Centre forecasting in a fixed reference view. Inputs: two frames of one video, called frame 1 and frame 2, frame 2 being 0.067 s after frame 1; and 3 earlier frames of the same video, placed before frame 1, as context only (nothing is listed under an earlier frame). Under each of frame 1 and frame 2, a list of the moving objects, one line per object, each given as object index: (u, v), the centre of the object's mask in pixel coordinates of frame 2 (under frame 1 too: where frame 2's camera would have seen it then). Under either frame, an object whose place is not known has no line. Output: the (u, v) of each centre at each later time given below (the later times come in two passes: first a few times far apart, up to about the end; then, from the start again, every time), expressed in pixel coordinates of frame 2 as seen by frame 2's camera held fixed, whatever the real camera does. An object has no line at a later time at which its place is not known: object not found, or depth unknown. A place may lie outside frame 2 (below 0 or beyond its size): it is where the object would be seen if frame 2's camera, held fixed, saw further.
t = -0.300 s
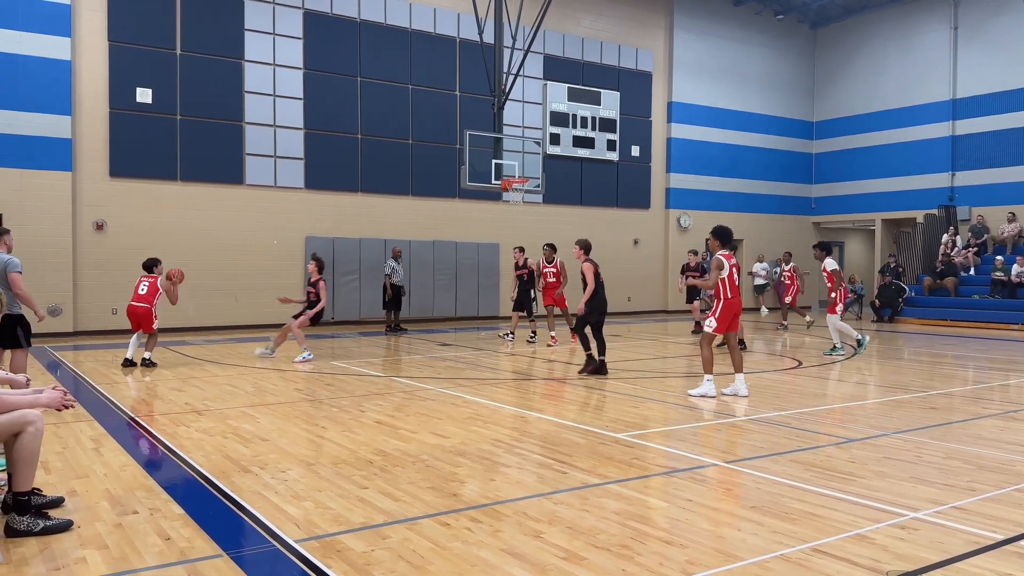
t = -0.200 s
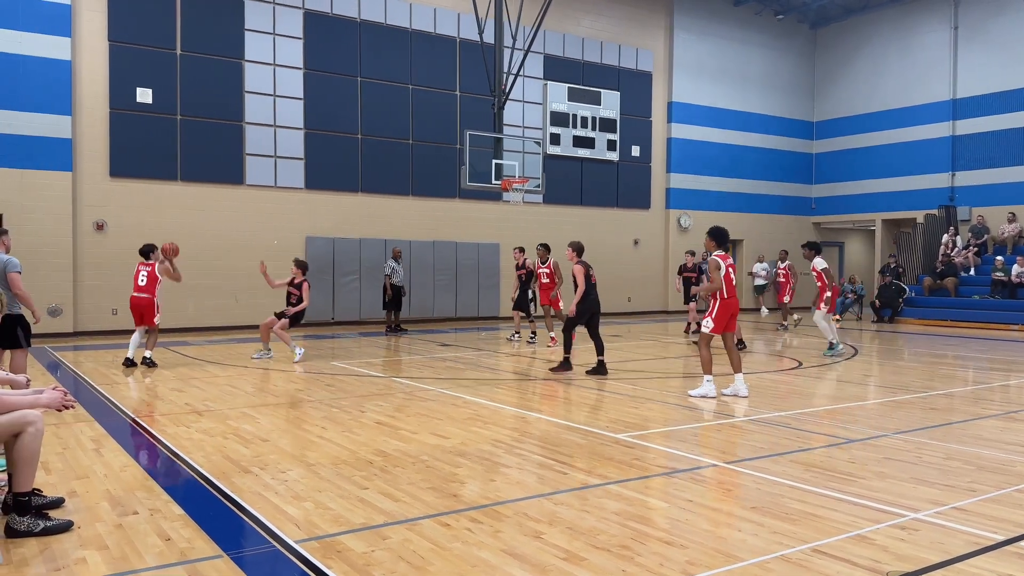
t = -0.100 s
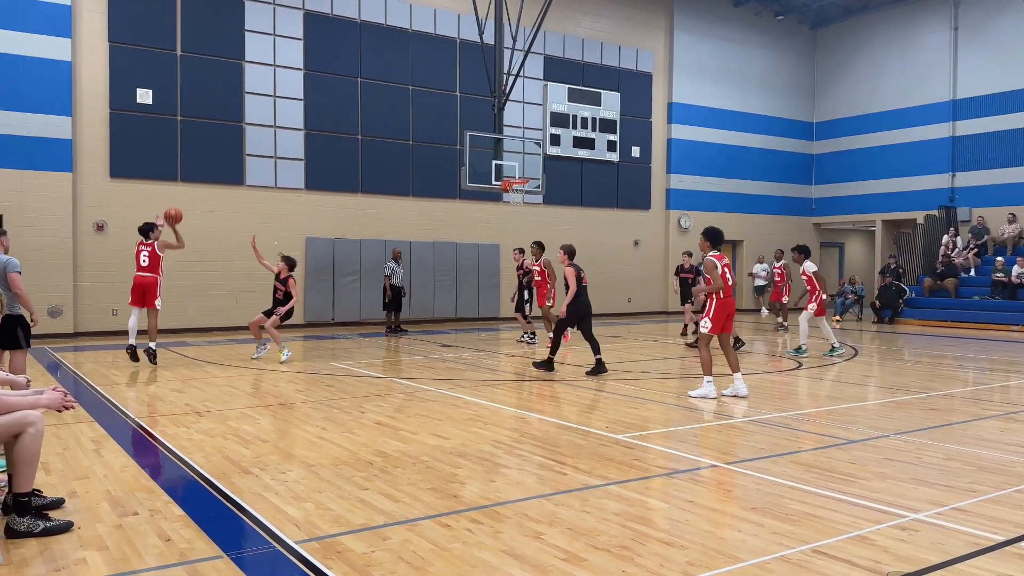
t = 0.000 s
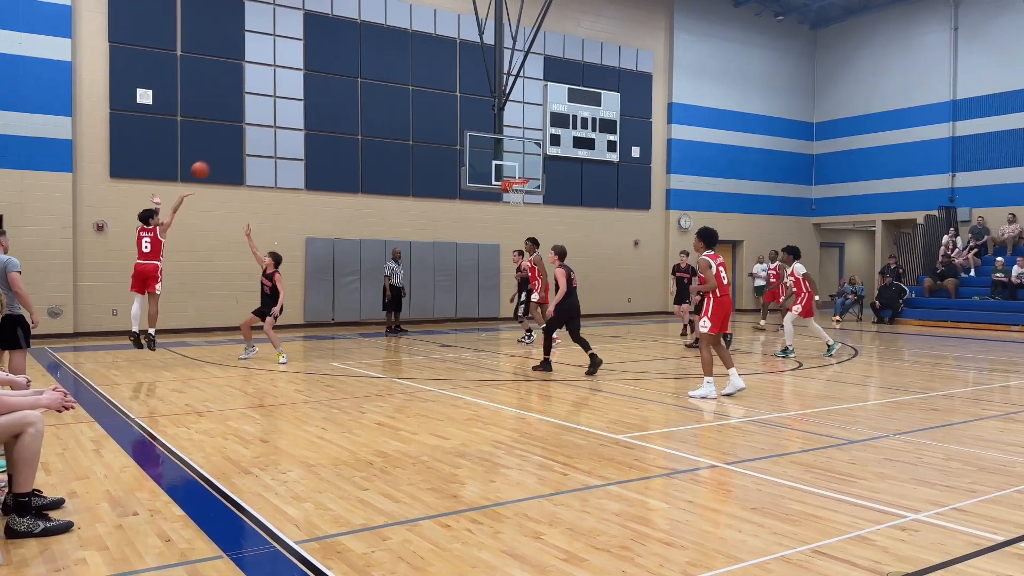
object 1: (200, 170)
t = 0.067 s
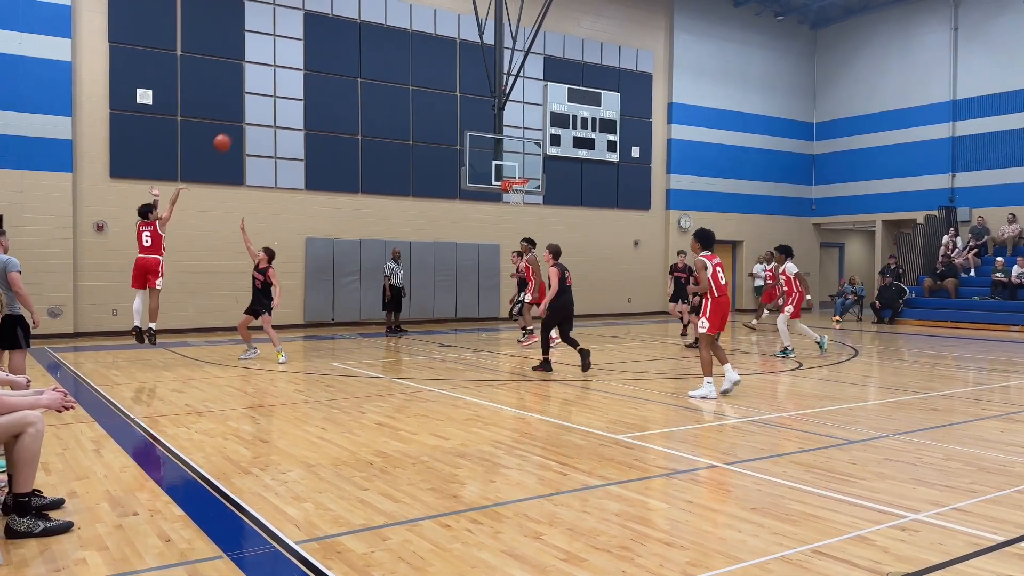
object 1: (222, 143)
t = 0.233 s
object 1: (274, 92)
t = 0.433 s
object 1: (330, 58)
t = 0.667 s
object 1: (388, 54)
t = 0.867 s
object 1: (432, 74)
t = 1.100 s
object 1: (478, 122)
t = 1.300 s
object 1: (512, 176)
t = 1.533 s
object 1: (513, 195)
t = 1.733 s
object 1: (507, 204)
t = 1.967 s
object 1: (504, 236)
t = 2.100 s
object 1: (502, 268)
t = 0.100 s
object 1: (233, 131)
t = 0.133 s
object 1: (244, 119)
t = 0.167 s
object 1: (254, 109)
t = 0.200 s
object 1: (264, 100)
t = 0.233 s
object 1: (274, 92)
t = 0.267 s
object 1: (284, 84)
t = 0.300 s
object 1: (293, 77)
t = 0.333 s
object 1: (303, 71)
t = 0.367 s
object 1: (312, 66)
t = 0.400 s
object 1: (321, 62)
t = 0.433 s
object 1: (330, 58)
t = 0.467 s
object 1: (339, 56)
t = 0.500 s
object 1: (347, 54)
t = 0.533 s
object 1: (356, 52)
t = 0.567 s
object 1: (364, 52)
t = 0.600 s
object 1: (372, 51)
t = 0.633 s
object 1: (380, 52)
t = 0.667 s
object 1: (388, 54)
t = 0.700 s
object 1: (395, 56)
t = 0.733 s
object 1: (403, 58)
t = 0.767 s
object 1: (411, 62)
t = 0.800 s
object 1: (417, 65)
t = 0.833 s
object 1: (425, 70)
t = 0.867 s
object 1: (432, 74)
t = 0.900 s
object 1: (439, 80)
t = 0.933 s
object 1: (446, 86)
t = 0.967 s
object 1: (452, 92)
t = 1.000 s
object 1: (459, 99)
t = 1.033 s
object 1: (465, 106)
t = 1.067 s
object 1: (472, 114)
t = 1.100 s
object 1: (478, 122)
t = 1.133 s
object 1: (484, 131)
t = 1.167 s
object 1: (490, 140)
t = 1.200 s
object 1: (496, 150)
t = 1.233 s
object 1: (501, 160)
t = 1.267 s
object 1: (507, 170)
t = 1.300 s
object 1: (512, 176)
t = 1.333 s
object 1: (517, 178)
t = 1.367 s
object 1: (521, 185)
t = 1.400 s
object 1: (521, 187)
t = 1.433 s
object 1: (520, 187)
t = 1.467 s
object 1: (517, 188)
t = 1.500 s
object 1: (515, 192)
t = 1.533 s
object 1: (513, 195)
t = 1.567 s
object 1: (511, 195)
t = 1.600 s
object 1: (510, 196)
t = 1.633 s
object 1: (509, 199)
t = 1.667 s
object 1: (508, 202)
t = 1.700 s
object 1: (507, 203)
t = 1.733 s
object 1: (507, 204)
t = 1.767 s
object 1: (507, 207)
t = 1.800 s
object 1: (506, 209)
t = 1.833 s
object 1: (505, 214)
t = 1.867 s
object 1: (505, 219)
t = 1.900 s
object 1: (505, 224)
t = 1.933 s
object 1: (504, 230)
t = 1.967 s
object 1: (504, 236)
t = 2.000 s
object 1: (503, 243)
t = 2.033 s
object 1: (503, 251)
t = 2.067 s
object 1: (502, 259)
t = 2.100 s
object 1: (502, 268)
